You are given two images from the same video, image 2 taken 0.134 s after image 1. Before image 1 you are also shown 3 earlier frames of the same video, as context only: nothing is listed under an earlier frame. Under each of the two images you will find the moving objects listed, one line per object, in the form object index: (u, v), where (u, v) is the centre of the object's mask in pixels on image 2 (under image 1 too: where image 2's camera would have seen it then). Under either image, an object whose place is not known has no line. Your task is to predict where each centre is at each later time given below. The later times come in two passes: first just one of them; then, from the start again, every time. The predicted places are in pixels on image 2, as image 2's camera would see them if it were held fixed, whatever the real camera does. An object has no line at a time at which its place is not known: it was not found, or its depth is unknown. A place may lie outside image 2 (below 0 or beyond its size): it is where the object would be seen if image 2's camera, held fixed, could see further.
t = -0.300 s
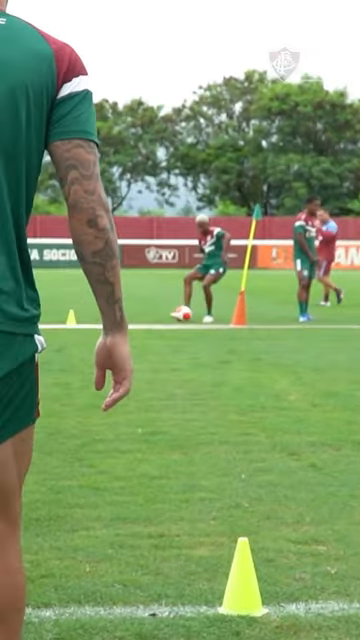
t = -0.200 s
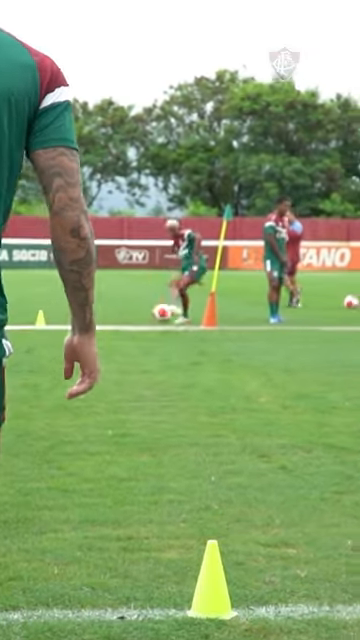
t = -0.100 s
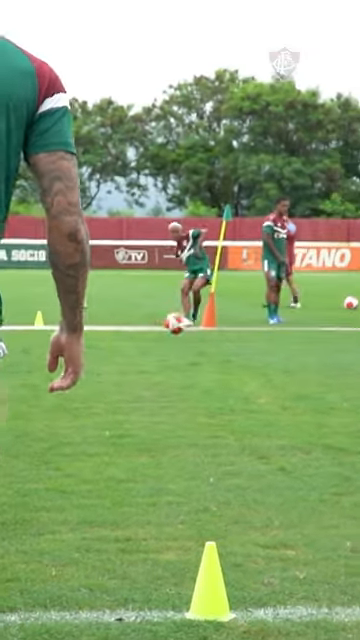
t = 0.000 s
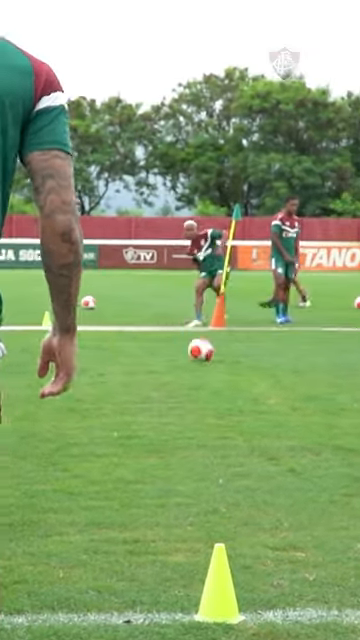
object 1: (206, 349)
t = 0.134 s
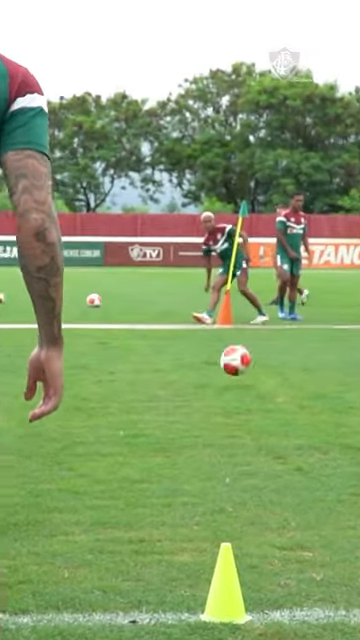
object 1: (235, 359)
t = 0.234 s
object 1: (265, 388)
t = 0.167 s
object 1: (244, 366)
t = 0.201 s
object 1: (253, 375)
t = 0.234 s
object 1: (265, 388)
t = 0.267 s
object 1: (279, 405)
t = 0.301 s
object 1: (293, 423)
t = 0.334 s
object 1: (308, 428)
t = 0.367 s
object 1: (323, 431)
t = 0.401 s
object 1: (341, 437)
